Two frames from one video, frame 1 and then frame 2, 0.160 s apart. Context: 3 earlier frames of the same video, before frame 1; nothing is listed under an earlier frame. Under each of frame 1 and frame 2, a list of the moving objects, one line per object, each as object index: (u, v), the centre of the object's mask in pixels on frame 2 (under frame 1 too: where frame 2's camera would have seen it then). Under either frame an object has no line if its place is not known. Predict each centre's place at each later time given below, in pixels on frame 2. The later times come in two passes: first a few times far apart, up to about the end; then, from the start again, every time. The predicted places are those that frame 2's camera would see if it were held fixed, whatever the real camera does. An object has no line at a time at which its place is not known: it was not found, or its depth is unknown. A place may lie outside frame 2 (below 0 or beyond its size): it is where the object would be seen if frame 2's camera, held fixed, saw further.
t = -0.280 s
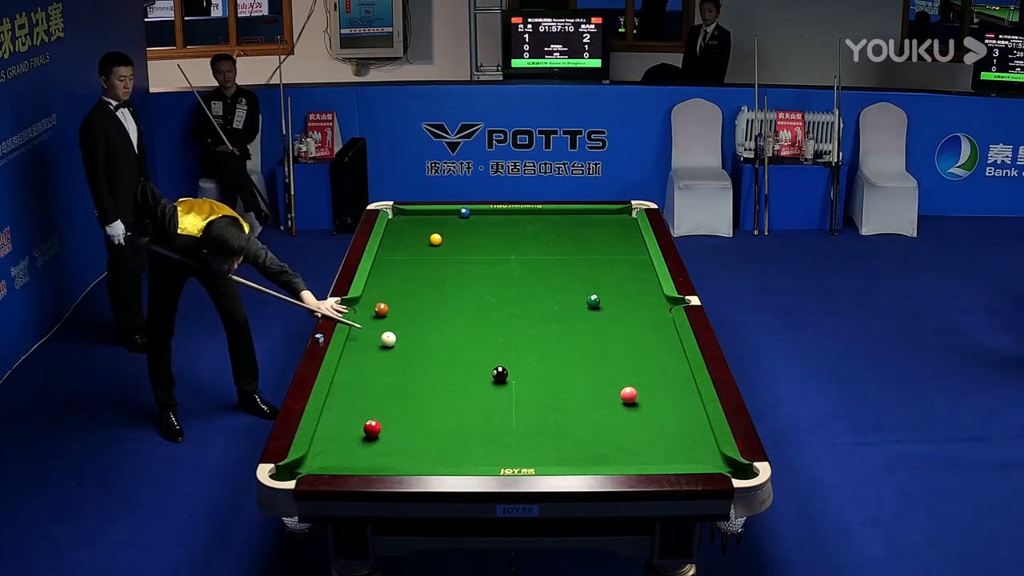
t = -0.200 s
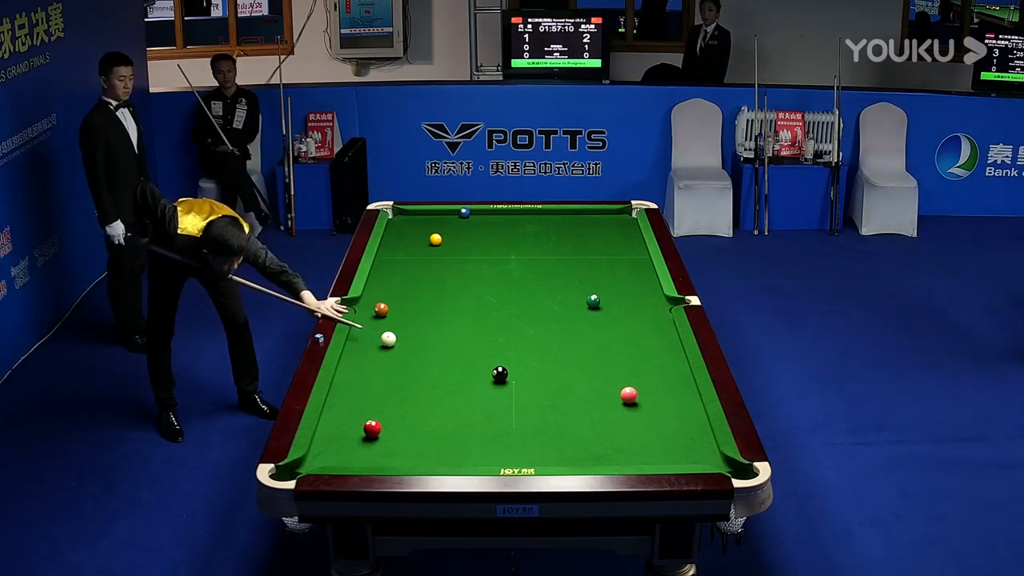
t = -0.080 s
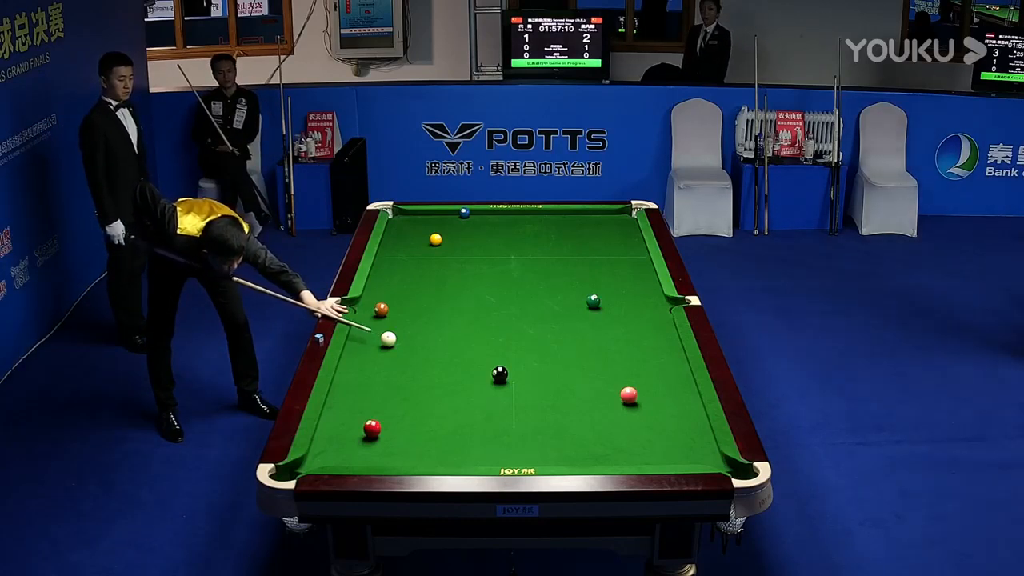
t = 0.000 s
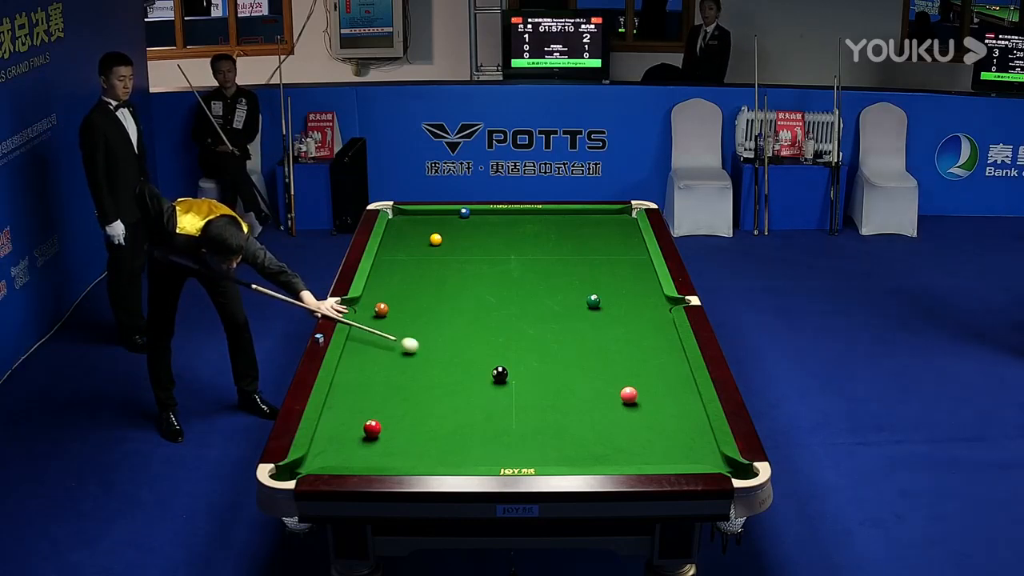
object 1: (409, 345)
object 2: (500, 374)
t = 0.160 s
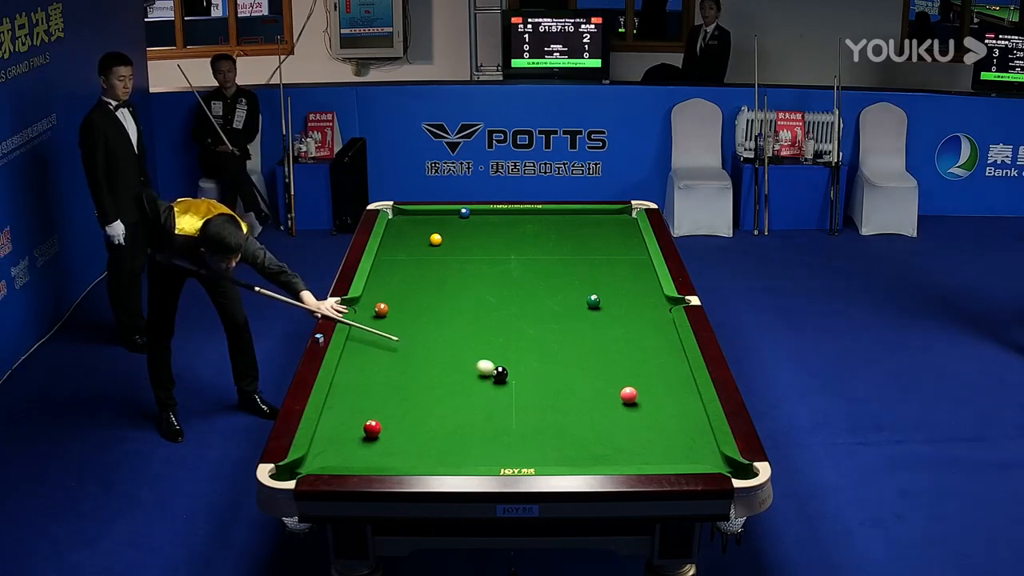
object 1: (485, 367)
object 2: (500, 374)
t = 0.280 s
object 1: (499, 366)
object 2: (545, 393)
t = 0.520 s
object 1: (535, 368)
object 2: (630, 429)
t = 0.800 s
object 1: (582, 371)
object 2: (724, 465)
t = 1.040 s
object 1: (620, 373)
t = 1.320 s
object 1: (664, 376)
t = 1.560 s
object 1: (677, 379)
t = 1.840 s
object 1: (655, 381)
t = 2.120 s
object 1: (634, 382)
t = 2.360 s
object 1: (616, 384)
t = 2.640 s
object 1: (598, 386)
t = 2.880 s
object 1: (584, 387)
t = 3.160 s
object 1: (569, 388)
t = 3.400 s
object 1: (557, 390)
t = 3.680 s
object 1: (545, 391)
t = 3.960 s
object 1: (535, 392)
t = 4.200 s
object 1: (528, 392)
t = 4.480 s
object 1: (521, 393)
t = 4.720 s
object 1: (516, 393)
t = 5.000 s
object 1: (512, 393)
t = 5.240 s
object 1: (510, 394)
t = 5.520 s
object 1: (510, 394)
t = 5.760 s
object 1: (510, 394)
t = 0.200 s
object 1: (491, 368)
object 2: (513, 380)
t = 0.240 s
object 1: (495, 367)
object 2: (529, 387)
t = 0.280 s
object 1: (499, 366)
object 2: (545, 393)
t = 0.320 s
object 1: (504, 366)
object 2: (560, 400)
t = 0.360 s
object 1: (509, 366)
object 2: (575, 406)
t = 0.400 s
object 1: (515, 366)
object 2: (590, 412)
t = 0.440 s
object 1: (522, 367)
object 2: (604, 418)
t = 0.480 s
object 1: (529, 367)
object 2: (617, 424)
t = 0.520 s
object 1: (535, 368)
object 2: (630, 429)
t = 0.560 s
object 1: (542, 368)
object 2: (643, 434)
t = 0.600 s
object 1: (549, 368)
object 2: (657, 439)
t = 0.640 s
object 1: (555, 369)
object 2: (670, 445)
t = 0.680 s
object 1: (562, 369)
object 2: (684, 450)
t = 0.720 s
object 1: (569, 370)
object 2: (697, 455)
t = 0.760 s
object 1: (575, 370)
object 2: (710, 459)
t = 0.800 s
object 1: (582, 371)
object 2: (724, 465)
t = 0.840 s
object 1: (588, 371)
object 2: (737, 473)
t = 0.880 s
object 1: (595, 372)
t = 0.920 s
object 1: (601, 372)
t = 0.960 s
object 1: (608, 373)
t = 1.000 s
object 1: (614, 373)
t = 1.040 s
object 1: (620, 373)
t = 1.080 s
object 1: (626, 374)
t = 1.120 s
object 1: (633, 374)
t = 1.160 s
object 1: (639, 375)
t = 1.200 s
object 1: (645, 375)
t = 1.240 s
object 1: (652, 375)
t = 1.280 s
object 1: (658, 376)
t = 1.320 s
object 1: (664, 376)
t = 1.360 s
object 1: (670, 377)
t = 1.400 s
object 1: (676, 377)
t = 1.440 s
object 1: (682, 378)
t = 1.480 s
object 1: (685, 378)
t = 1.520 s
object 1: (681, 378)
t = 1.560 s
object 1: (677, 379)
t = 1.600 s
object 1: (674, 379)
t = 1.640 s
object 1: (670, 379)
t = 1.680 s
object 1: (668, 379)
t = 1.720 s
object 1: (664, 380)
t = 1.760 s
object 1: (661, 380)
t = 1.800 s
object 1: (658, 380)
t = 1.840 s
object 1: (655, 381)
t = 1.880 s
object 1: (652, 381)
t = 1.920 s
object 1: (648, 381)
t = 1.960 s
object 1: (645, 381)
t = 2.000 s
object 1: (642, 382)
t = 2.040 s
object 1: (640, 382)
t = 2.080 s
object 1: (637, 382)
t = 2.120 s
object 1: (634, 382)
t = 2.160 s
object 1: (631, 382)
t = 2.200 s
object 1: (628, 381)
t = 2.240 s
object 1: (624, 382)
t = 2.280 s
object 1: (621, 383)
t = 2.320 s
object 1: (619, 383)
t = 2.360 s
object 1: (616, 384)
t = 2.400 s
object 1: (614, 384)
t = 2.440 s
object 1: (611, 385)
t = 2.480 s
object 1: (609, 385)
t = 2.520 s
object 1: (606, 385)
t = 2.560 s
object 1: (603, 386)
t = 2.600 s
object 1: (601, 385)
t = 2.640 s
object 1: (598, 386)
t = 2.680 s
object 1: (596, 386)
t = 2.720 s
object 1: (594, 386)
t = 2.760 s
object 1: (591, 387)
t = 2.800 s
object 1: (589, 387)
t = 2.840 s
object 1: (587, 387)
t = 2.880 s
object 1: (584, 387)
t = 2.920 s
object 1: (582, 387)
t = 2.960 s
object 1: (580, 388)
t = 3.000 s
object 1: (577, 388)
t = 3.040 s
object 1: (575, 388)
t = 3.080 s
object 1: (573, 388)
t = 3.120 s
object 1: (571, 388)
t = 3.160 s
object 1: (569, 388)
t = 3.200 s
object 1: (567, 389)
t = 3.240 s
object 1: (565, 389)
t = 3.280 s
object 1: (563, 389)
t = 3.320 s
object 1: (561, 389)
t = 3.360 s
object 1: (559, 389)
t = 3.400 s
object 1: (557, 390)
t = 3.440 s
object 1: (556, 390)
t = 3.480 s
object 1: (554, 390)
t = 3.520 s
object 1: (552, 390)
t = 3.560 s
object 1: (550, 390)
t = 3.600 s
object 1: (549, 390)
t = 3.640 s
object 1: (547, 390)
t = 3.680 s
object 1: (545, 391)
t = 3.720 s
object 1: (544, 391)
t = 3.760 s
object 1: (542, 391)
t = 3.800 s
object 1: (541, 391)
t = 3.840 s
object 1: (540, 391)
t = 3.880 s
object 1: (538, 391)
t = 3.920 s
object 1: (537, 391)
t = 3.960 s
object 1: (535, 392)
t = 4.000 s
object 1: (534, 392)
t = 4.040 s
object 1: (533, 392)
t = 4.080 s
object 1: (532, 392)
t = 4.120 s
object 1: (530, 392)
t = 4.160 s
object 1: (529, 392)
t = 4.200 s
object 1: (528, 392)
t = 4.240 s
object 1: (527, 392)
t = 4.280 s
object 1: (526, 393)
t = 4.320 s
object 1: (525, 393)
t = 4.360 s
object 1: (524, 393)
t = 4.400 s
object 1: (523, 393)
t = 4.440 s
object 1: (522, 393)
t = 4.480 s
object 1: (521, 393)
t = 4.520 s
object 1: (520, 393)
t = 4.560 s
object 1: (519, 393)
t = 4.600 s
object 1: (519, 393)
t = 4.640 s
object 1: (518, 393)
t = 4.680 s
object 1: (517, 393)
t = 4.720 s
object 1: (516, 393)
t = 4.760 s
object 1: (516, 393)
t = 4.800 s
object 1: (515, 393)
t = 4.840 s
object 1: (514, 393)
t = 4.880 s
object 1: (514, 393)
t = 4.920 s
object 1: (513, 394)
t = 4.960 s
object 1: (513, 394)
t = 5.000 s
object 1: (512, 393)
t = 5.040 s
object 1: (512, 394)
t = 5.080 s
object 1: (511, 394)
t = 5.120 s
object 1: (511, 394)
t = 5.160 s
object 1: (511, 394)
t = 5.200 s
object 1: (511, 394)
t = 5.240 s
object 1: (510, 394)
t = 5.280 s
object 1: (510, 394)
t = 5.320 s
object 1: (510, 394)
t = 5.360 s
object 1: (510, 394)
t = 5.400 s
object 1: (510, 394)
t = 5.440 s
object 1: (510, 394)
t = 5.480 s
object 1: (510, 394)
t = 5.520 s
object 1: (510, 394)
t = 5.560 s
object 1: (510, 394)
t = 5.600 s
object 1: (510, 394)
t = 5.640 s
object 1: (510, 394)
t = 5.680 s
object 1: (510, 394)
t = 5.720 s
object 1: (509, 394)
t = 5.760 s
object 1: (510, 394)
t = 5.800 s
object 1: (509, 394)
